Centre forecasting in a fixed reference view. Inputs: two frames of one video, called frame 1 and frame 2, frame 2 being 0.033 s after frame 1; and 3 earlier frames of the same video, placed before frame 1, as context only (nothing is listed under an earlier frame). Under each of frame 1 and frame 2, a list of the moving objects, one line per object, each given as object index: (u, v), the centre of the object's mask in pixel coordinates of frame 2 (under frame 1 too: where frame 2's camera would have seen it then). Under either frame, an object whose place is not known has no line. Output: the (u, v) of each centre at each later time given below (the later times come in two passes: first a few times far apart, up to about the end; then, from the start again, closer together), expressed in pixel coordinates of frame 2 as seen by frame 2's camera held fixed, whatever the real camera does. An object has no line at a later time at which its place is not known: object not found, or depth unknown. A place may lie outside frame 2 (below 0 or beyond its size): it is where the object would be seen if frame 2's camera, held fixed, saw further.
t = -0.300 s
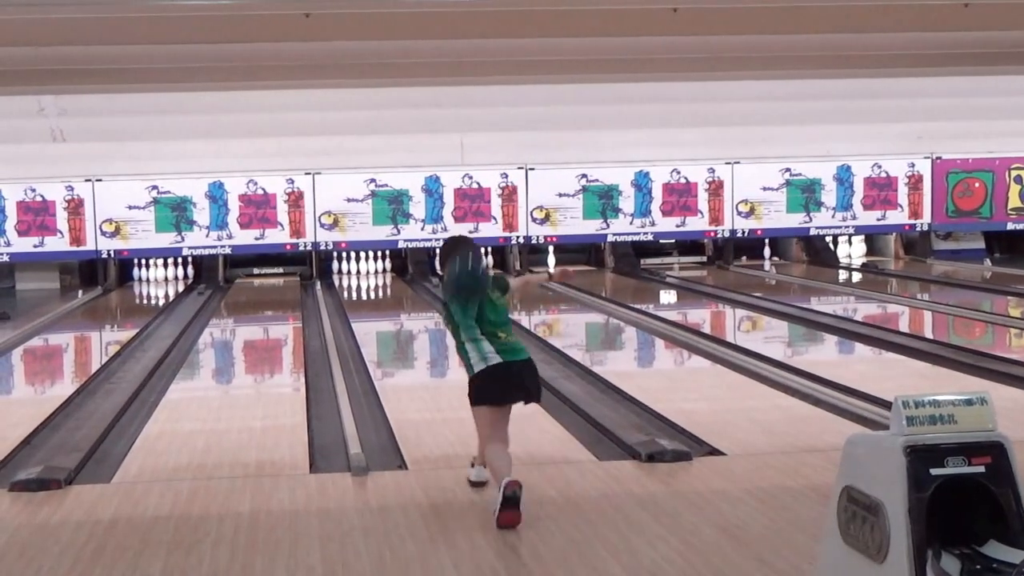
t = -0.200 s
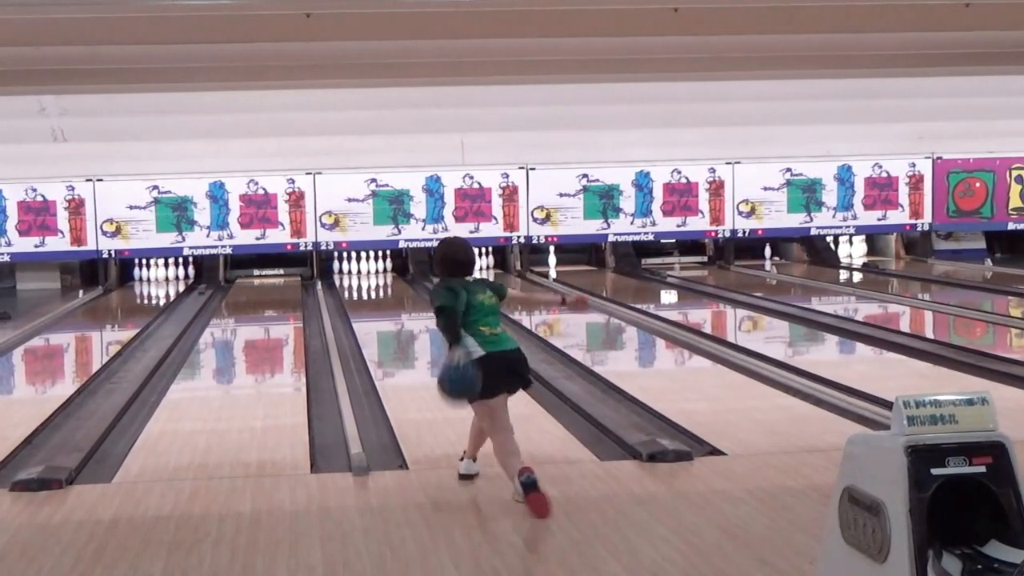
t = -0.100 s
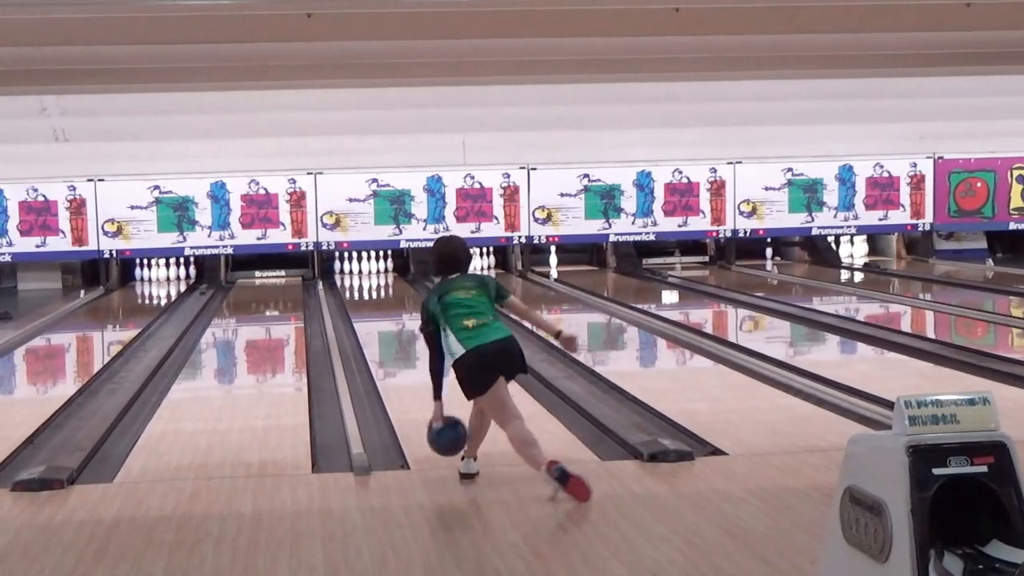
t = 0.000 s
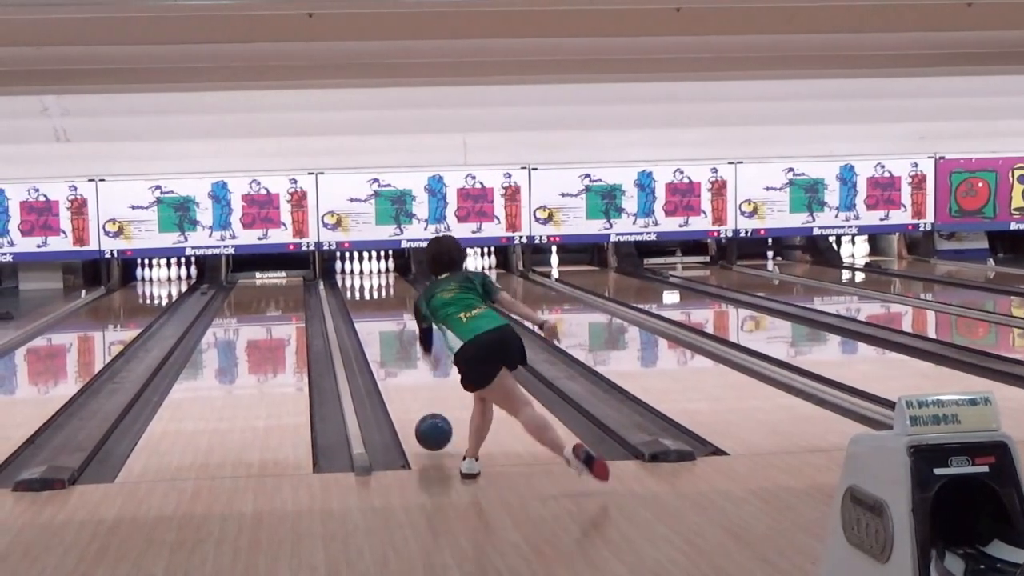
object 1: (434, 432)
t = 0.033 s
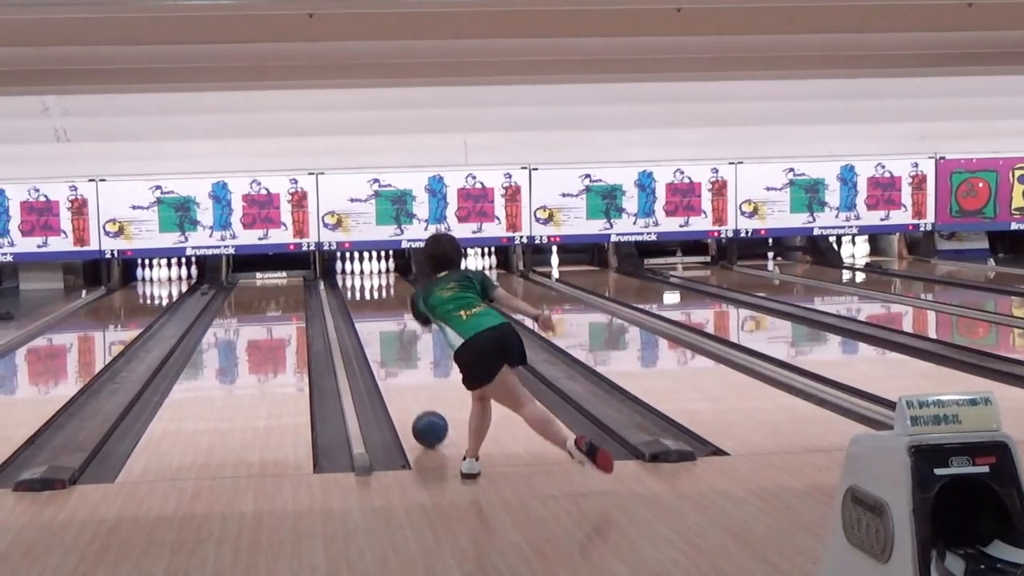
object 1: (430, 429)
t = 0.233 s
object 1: (409, 394)
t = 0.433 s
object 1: (395, 367)
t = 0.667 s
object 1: (382, 345)
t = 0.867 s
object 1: (374, 330)
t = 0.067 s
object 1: (426, 422)
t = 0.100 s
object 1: (422, 416)
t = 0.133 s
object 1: (419, 410)
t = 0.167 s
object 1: (416, 404)
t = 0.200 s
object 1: (413, 399)
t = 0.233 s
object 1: (409, 394)
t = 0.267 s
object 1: (408, 391)
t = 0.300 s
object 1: (404, 384)
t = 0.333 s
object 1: (401, 380)
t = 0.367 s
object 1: (399, 375)
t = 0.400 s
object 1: (397, 371)
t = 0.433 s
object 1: (395, 367)
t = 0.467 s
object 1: (393, 364)
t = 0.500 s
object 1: (391, 360)
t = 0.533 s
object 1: (389, 357)
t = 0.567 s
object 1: (387, 354)
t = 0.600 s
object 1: (385, 350)
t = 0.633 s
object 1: (384, 348)
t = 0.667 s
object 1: (382, 345)
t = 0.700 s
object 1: (381, 342)
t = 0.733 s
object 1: (380, 339)
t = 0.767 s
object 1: (378, 337)
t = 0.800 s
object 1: (377, 334)
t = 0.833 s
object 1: (376, 332)
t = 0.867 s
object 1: (374, 330)
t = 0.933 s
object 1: (372, 325)
